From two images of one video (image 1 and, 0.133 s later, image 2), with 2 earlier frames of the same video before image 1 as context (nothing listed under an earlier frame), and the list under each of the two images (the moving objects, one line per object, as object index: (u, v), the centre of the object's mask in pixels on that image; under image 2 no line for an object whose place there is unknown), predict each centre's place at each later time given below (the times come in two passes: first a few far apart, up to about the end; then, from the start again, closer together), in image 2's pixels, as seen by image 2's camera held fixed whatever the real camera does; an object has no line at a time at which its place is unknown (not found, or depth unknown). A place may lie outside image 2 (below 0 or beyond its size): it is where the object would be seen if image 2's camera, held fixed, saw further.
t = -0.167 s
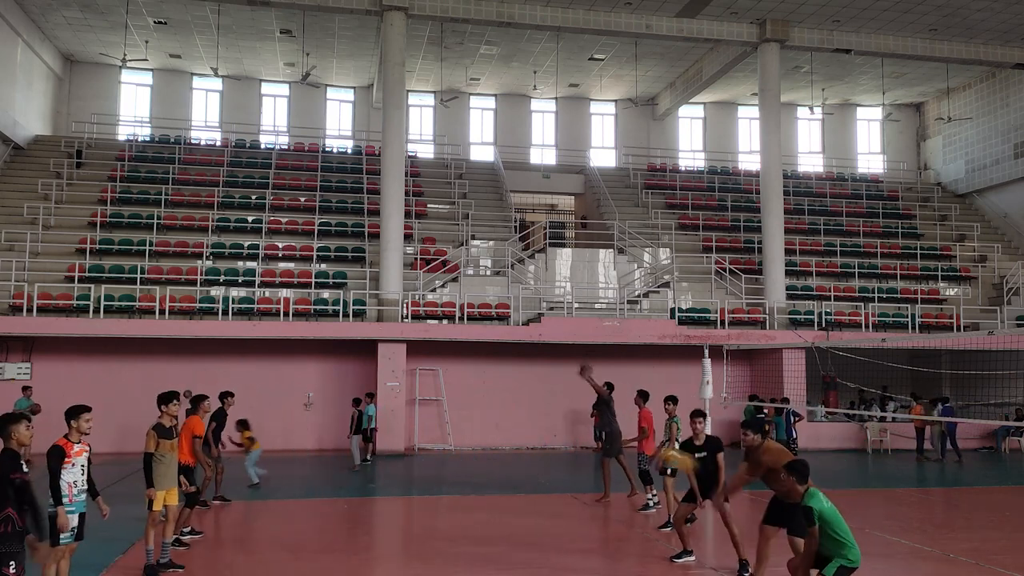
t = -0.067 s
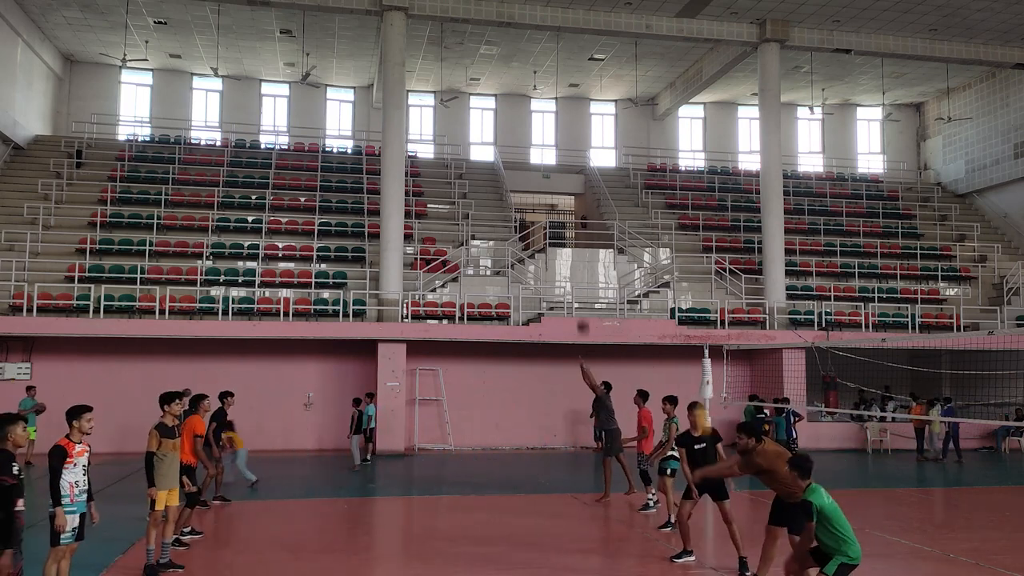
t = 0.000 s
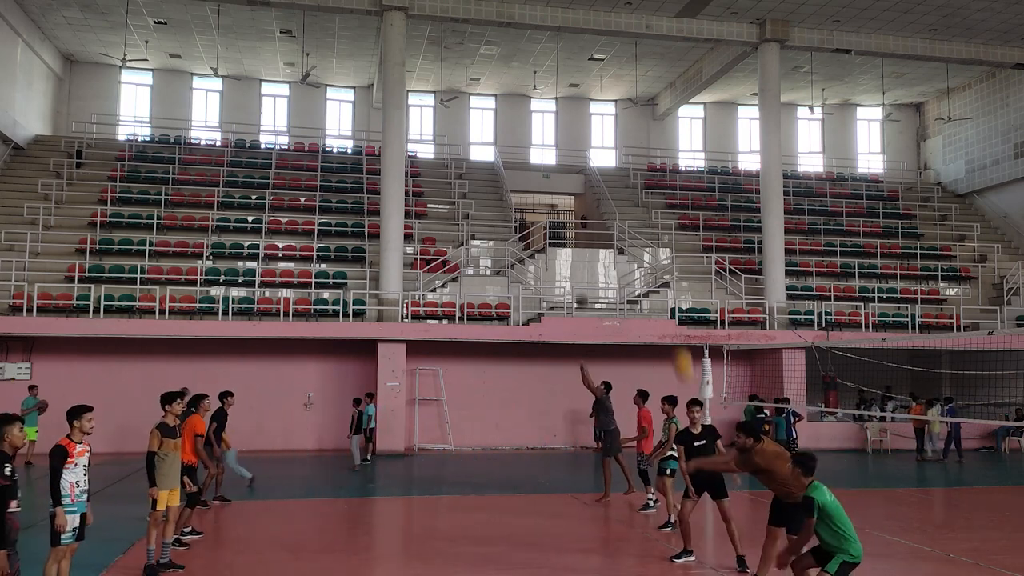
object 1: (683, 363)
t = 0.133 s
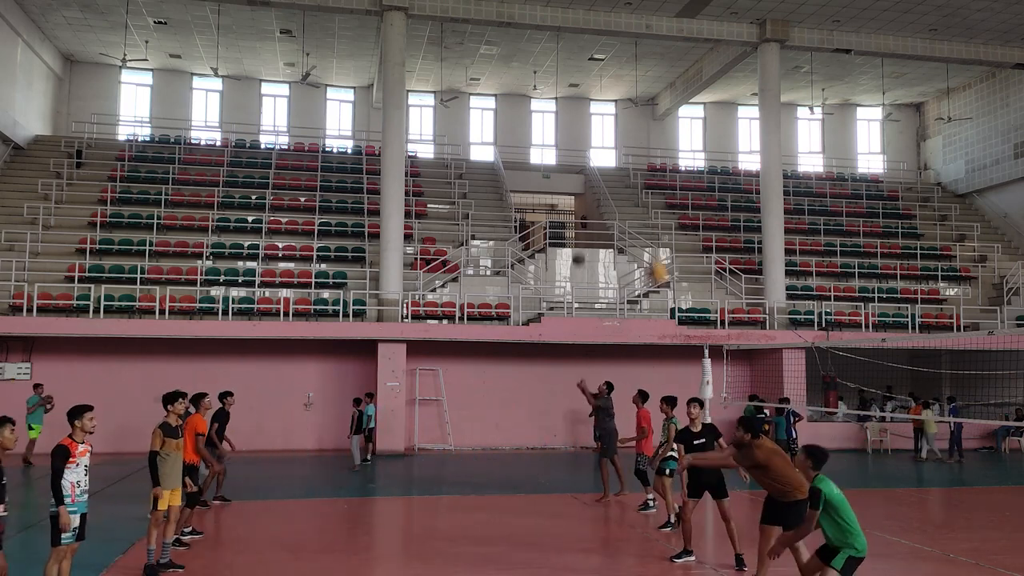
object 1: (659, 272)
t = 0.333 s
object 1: (617, 160)
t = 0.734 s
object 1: (534, 50)
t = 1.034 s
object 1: (470, 76)
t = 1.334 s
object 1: (396, 208)
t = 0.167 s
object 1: (647, 247)
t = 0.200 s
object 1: (643, 229)
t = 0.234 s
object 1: (635, 208)
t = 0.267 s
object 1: (630, 191)
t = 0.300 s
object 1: (624, 176)
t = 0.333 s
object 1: (617, 160)
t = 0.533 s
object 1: (575, 86)
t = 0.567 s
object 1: (568, 77)
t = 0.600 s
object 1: (562, 69)
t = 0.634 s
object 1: (555, 63)
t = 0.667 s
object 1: (548, 58)
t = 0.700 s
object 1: (541, 54)
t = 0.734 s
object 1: (534, 50)
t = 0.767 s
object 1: (527, 48)
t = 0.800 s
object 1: (521, 48)
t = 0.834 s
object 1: (514, 48)
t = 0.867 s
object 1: (507, 49)
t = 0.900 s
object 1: (500, 53)
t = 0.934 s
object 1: (492, 56)
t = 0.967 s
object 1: (486, 61)
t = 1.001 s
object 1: (478, 68)
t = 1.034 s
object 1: (470, 76)
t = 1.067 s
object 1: (462, 84)
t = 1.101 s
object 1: (453, 96)
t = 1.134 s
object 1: (447, 106)
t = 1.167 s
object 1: (440, 120)
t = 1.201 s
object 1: (433, 135)
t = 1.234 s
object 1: (420, 158)
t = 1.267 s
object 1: (415, 169)
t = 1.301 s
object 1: (406, 188)
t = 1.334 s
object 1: (396, 208)
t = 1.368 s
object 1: (387, 234)
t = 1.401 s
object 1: (378, 255)
